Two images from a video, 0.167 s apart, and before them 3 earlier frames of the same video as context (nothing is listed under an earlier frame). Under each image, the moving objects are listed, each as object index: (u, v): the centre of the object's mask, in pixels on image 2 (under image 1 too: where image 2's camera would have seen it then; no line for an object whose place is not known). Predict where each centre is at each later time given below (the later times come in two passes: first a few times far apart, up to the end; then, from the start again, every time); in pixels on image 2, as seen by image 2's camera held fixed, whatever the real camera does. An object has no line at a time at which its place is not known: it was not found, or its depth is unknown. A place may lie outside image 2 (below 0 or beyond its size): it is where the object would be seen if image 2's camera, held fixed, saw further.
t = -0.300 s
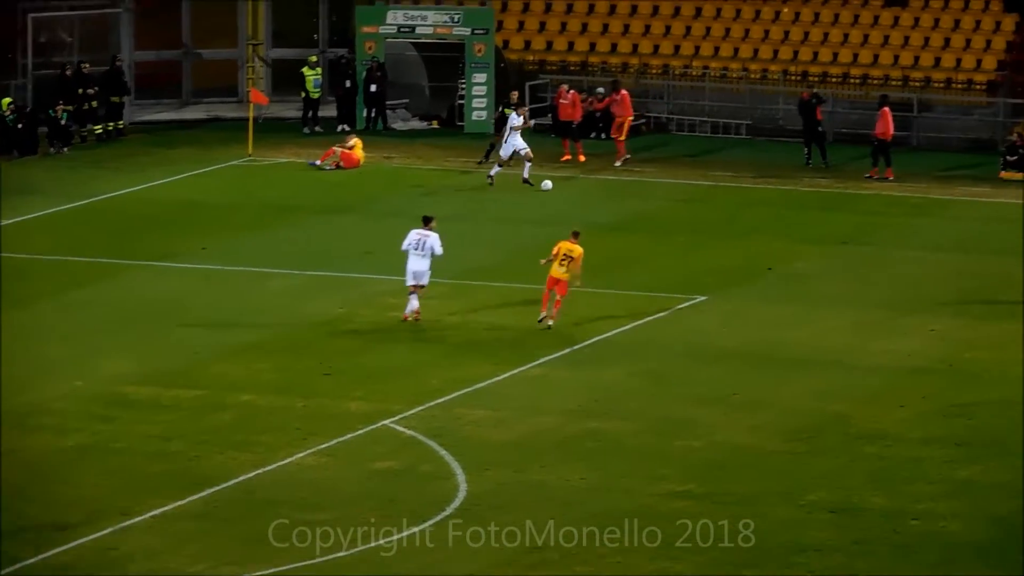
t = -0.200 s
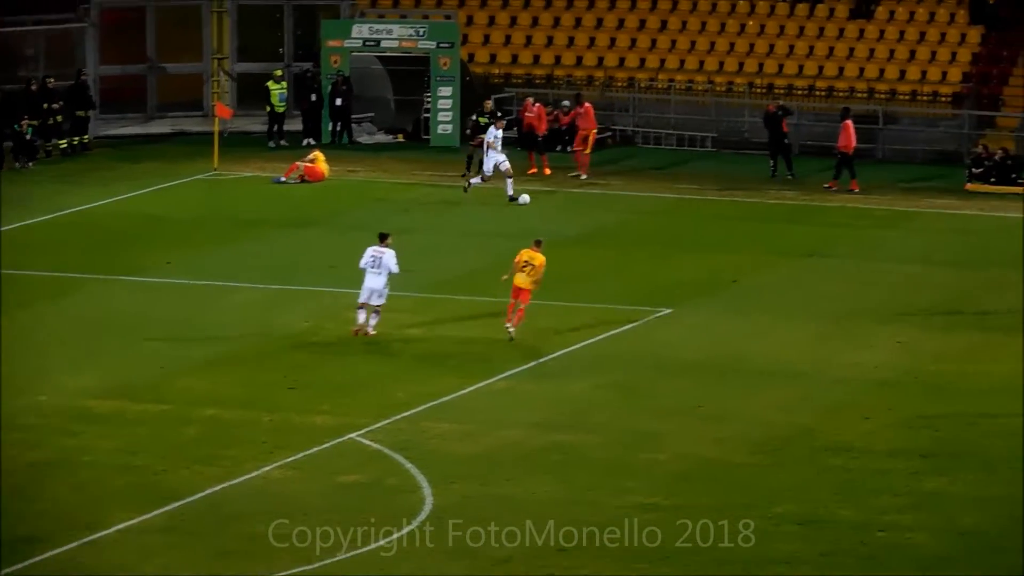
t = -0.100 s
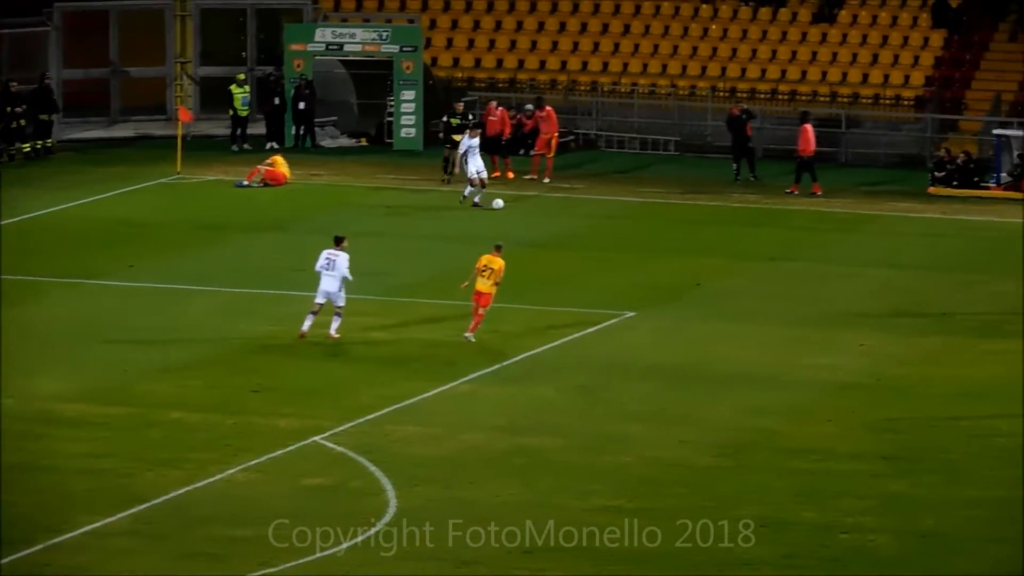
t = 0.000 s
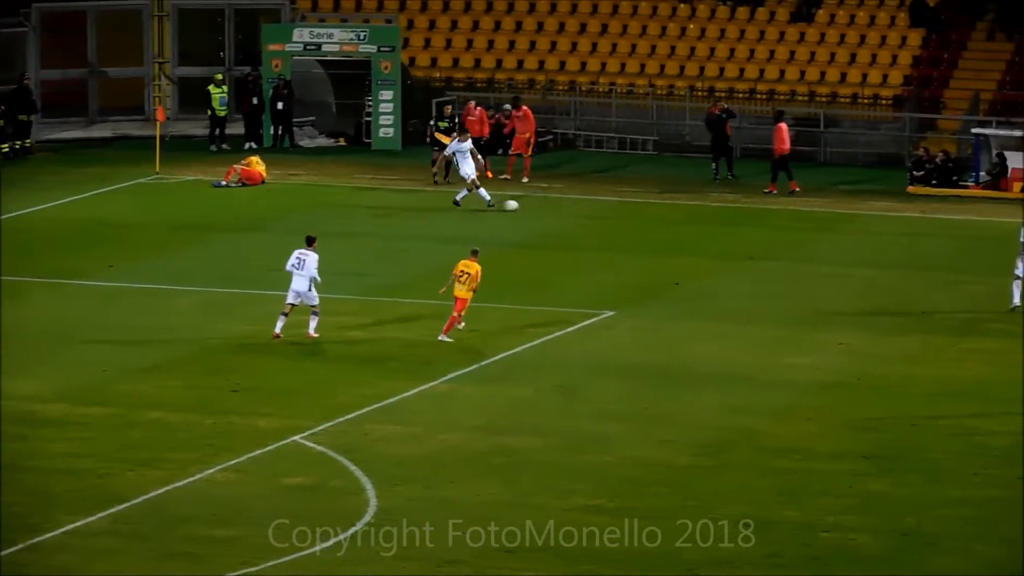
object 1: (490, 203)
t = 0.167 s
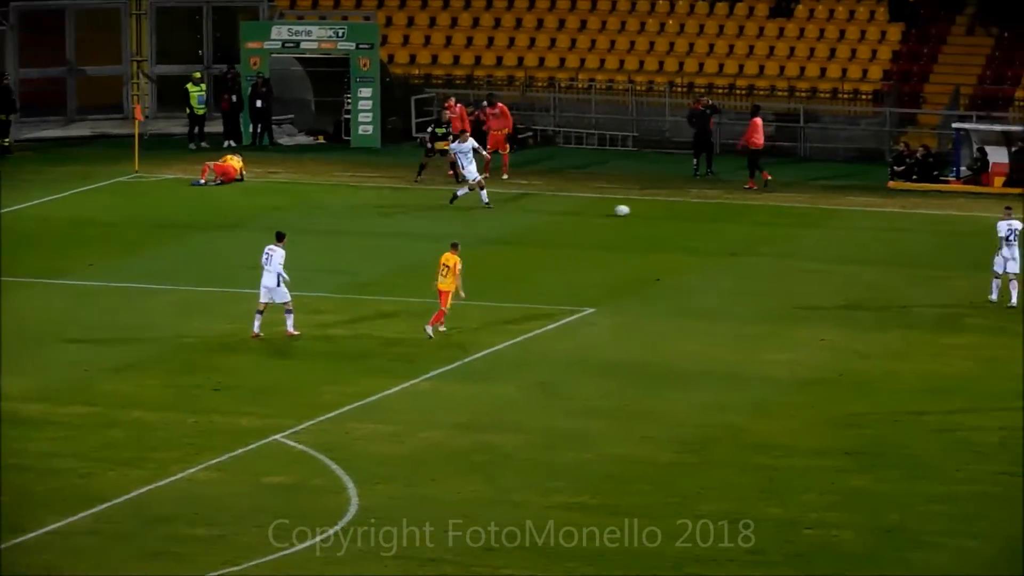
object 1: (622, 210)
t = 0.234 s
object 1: (671, 213)
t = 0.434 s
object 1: (811, 222)
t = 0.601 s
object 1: (917, 228)
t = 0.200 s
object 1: (647, 212)
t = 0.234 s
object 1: (671, 213)
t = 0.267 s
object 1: (696, 215)
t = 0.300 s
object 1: (720, 217)
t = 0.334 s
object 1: (743, 218)
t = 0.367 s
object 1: (766, 220)
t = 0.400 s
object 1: (789, 221)
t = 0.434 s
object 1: (811, 222)
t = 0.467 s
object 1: (833, 224)
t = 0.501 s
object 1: (855, 225)
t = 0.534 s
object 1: (876, 226)
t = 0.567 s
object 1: (896, 227)
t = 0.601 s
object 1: (917, 228)
